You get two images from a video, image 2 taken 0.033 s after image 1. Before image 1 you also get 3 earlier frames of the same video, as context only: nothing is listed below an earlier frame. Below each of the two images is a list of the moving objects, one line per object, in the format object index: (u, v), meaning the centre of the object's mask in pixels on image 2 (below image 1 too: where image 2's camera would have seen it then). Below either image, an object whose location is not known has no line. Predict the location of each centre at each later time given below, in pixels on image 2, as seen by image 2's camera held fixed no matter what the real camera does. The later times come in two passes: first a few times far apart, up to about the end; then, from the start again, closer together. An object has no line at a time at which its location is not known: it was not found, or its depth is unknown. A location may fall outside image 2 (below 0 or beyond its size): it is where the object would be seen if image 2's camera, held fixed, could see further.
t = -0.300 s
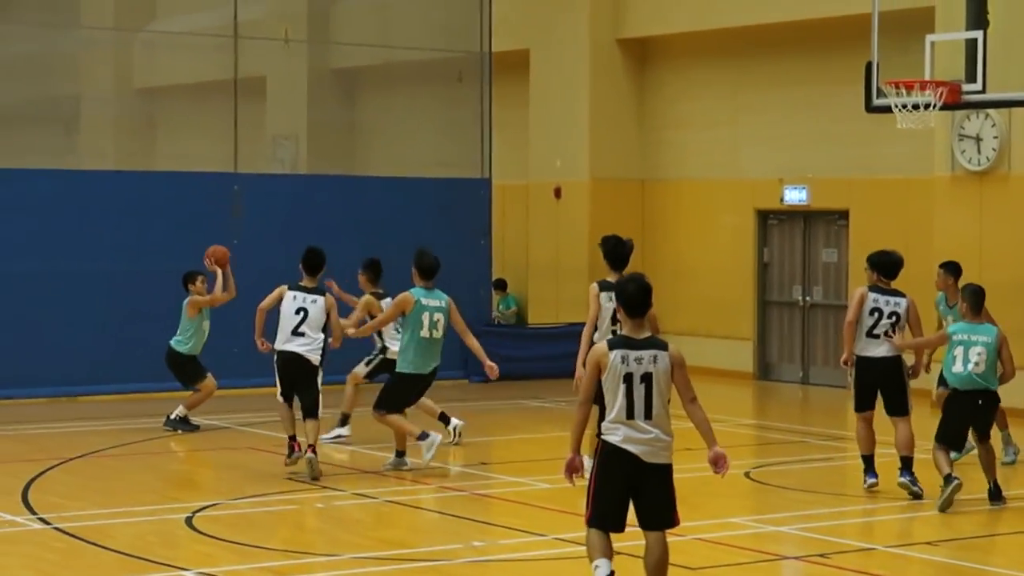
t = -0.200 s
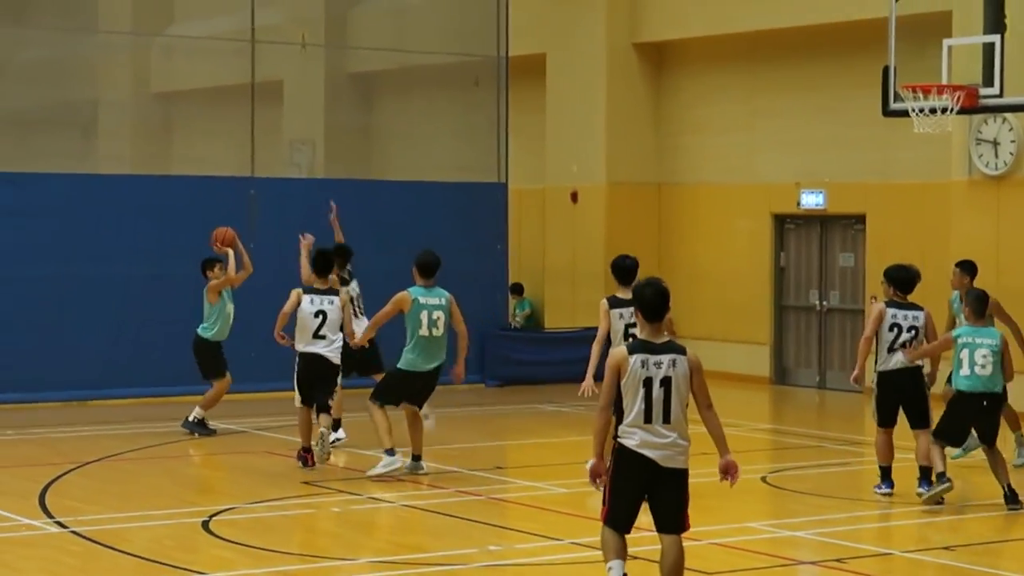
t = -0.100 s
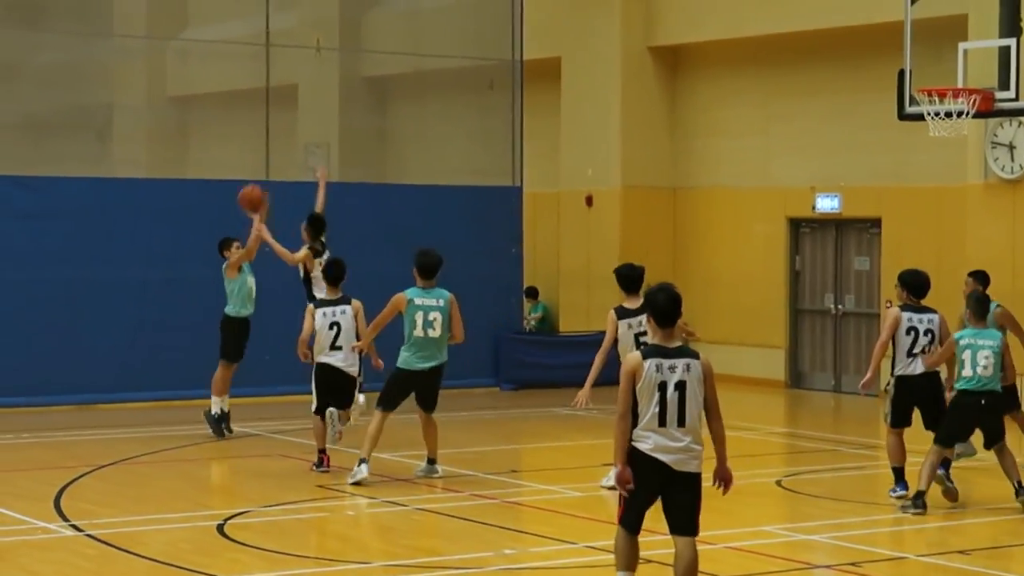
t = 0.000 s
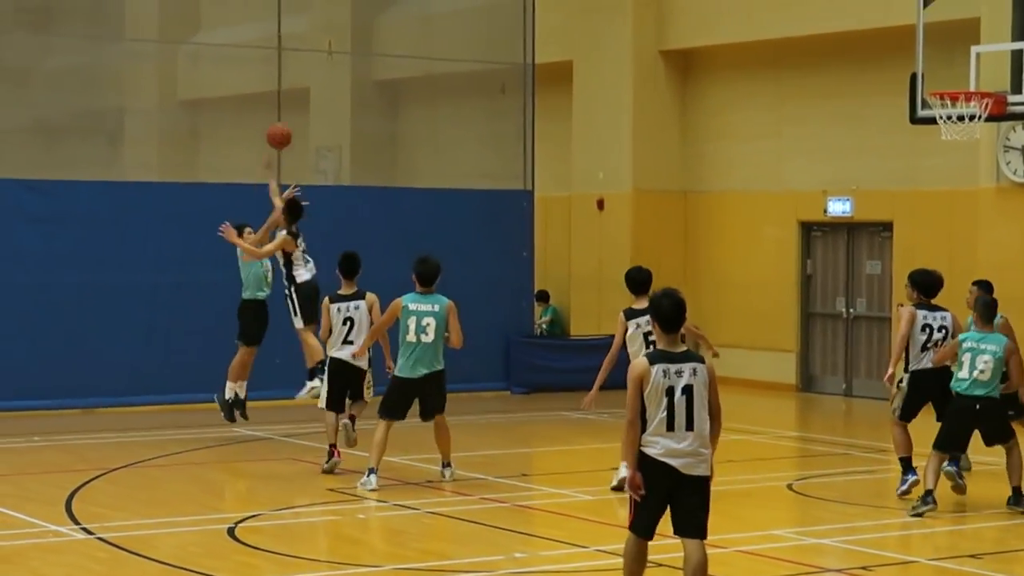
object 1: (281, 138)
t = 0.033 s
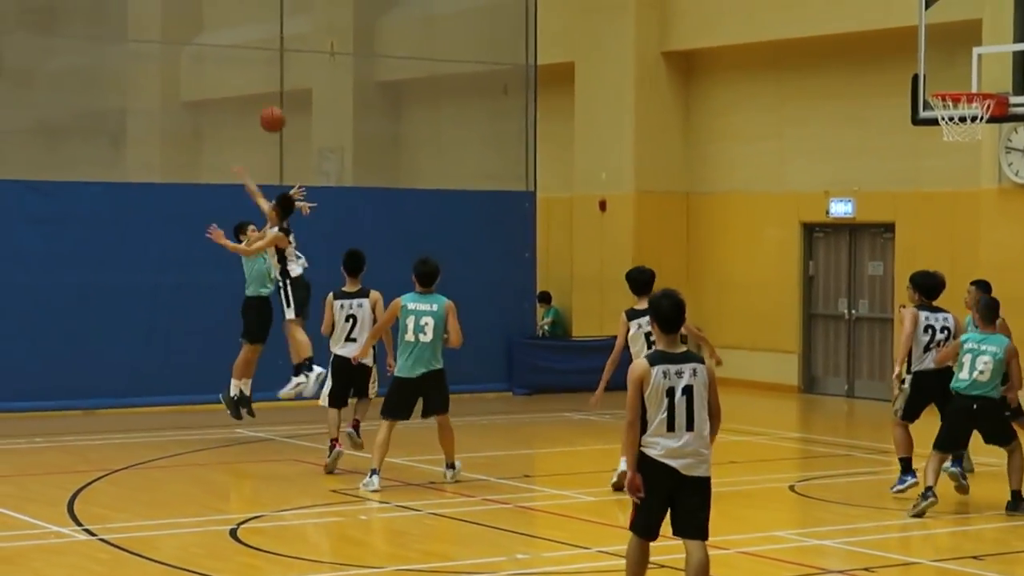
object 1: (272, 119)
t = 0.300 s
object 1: (203, 17)
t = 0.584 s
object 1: (130, -7)
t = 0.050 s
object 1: (268, 111)
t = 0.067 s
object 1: (264, 103)
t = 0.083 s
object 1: (259, 95)
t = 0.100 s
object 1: (255, 87)
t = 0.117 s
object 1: (250, 80)
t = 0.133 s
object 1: (247, 73)
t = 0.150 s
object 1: (242, 66)
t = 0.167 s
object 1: (238, 59)
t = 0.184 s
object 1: (234, 53)
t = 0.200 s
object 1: (229, 46)
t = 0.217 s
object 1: (225, 41)
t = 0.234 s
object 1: (221, 36)
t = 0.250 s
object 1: (216, 30)
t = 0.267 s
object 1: (212, 25)
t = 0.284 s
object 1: (208, 21)
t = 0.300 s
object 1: (203, 17)
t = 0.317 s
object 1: (199, 13)
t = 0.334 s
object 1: (195, 10)
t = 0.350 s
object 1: (191, 6)
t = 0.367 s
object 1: (186, 4)
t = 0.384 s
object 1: (182, 1)
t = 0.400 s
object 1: (177, -1)
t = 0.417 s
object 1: (173, -2)
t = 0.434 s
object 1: (169, -4)
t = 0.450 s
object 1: (165, -5)
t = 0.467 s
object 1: (161, -6)
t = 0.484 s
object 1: (156, -6)
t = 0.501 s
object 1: (152, -7)
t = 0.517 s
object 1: (147, -7)
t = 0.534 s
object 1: (143, -7)
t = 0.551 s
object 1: (138, -7)
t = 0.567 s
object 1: (135, -7)
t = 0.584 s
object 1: (130, -7)
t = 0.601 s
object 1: (126, -6)
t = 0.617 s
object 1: (122, -6)
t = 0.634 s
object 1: (118, -5)
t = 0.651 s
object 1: (114, -4)
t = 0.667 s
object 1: (108, -1)
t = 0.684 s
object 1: (104, 1)
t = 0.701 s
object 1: (100, 4)
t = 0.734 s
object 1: (92, 10)
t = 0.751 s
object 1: (87, 14)
